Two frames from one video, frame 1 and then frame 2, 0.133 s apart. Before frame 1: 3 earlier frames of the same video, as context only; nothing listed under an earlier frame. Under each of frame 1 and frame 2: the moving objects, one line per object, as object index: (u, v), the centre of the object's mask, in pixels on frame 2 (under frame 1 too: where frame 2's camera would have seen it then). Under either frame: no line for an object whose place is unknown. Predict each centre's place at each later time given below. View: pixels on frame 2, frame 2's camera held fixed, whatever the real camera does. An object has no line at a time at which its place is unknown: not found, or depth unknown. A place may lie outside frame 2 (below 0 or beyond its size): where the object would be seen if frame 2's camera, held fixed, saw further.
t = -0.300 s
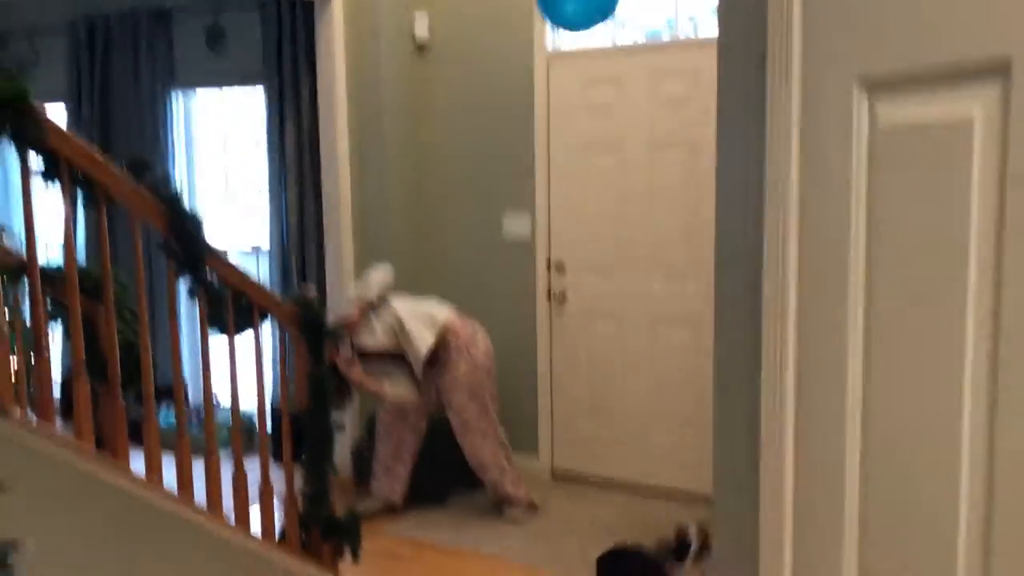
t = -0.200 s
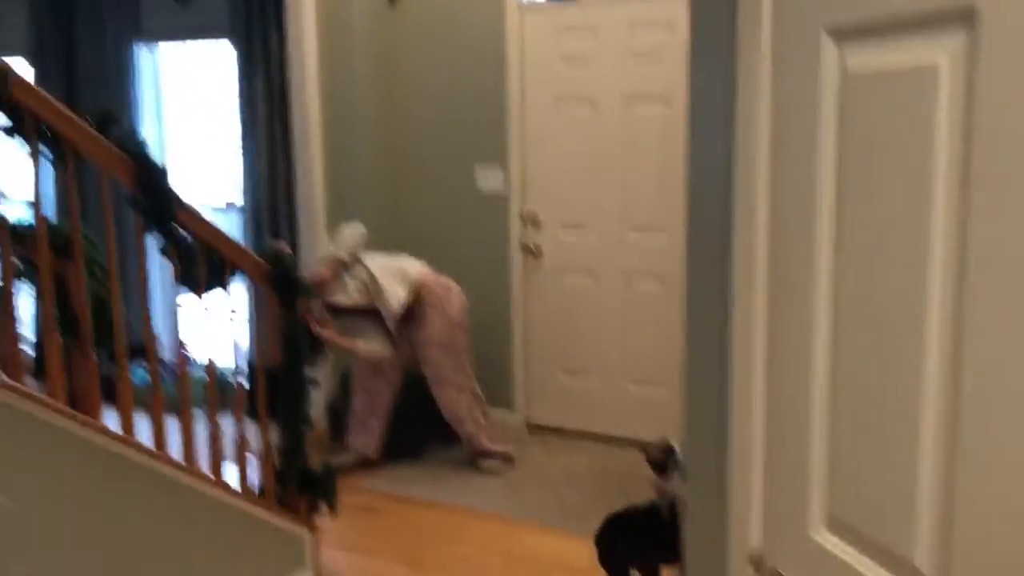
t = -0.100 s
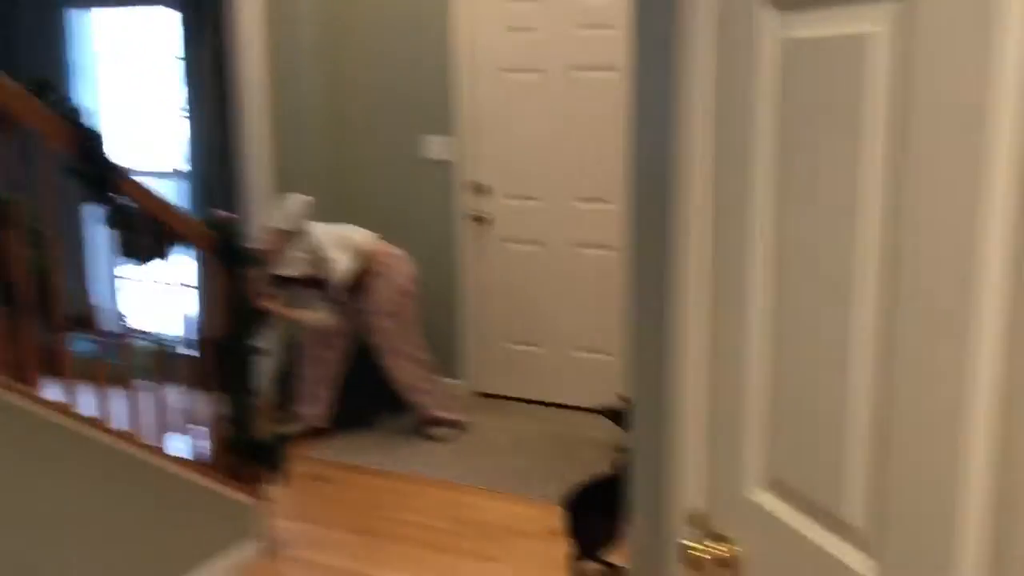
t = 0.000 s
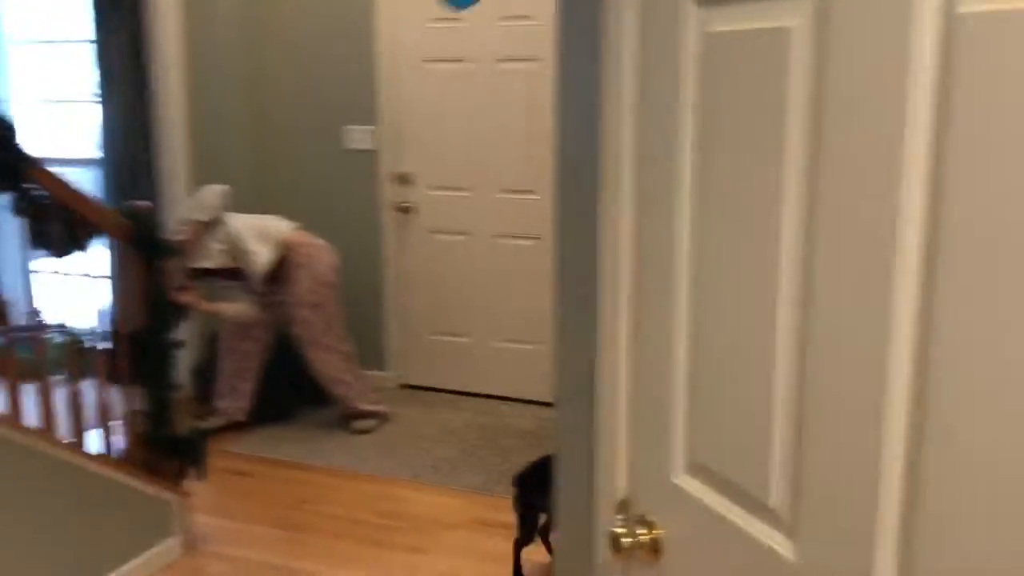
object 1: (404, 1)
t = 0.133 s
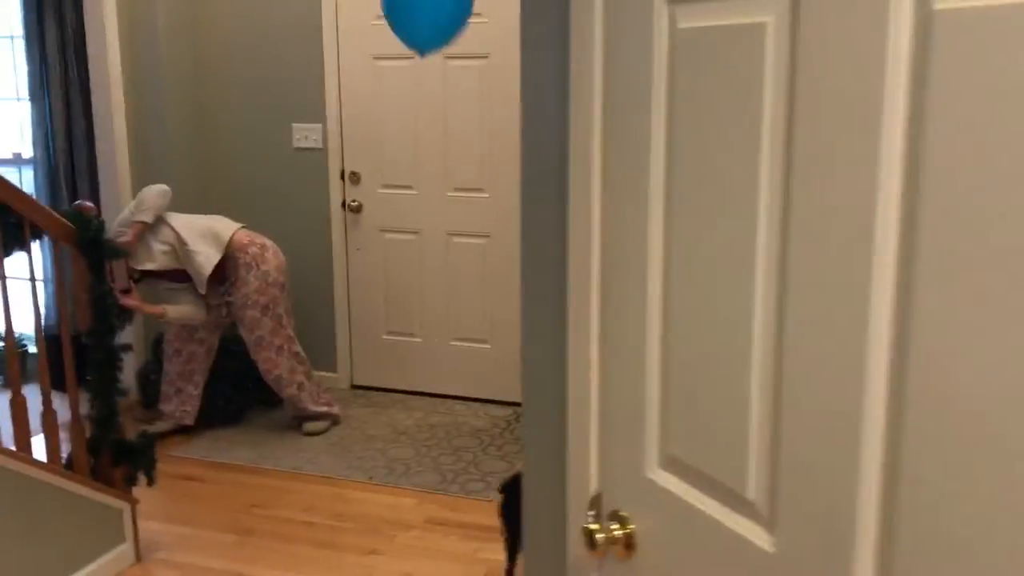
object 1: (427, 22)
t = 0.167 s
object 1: (432, 28)
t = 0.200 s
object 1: (436, 35)
